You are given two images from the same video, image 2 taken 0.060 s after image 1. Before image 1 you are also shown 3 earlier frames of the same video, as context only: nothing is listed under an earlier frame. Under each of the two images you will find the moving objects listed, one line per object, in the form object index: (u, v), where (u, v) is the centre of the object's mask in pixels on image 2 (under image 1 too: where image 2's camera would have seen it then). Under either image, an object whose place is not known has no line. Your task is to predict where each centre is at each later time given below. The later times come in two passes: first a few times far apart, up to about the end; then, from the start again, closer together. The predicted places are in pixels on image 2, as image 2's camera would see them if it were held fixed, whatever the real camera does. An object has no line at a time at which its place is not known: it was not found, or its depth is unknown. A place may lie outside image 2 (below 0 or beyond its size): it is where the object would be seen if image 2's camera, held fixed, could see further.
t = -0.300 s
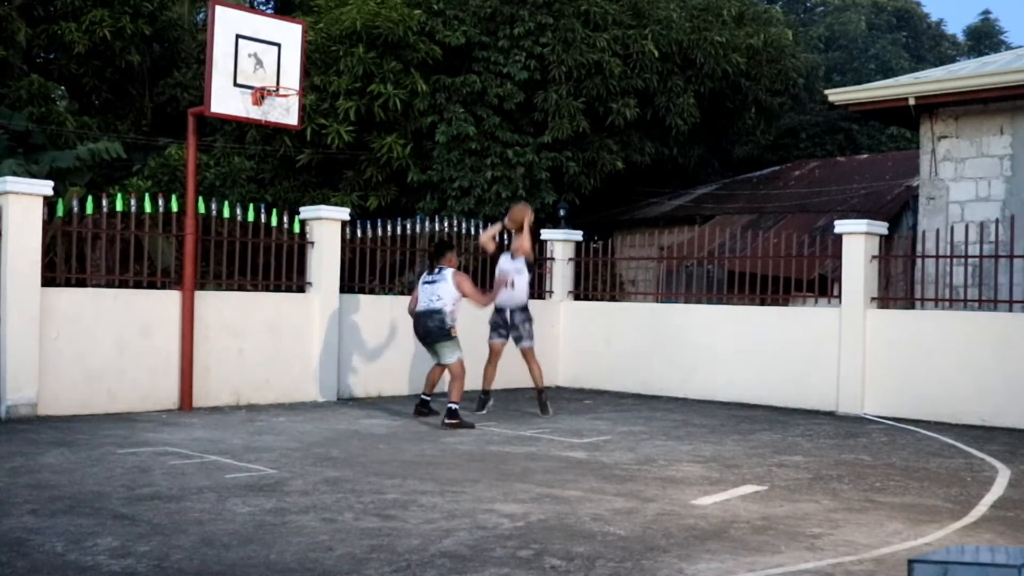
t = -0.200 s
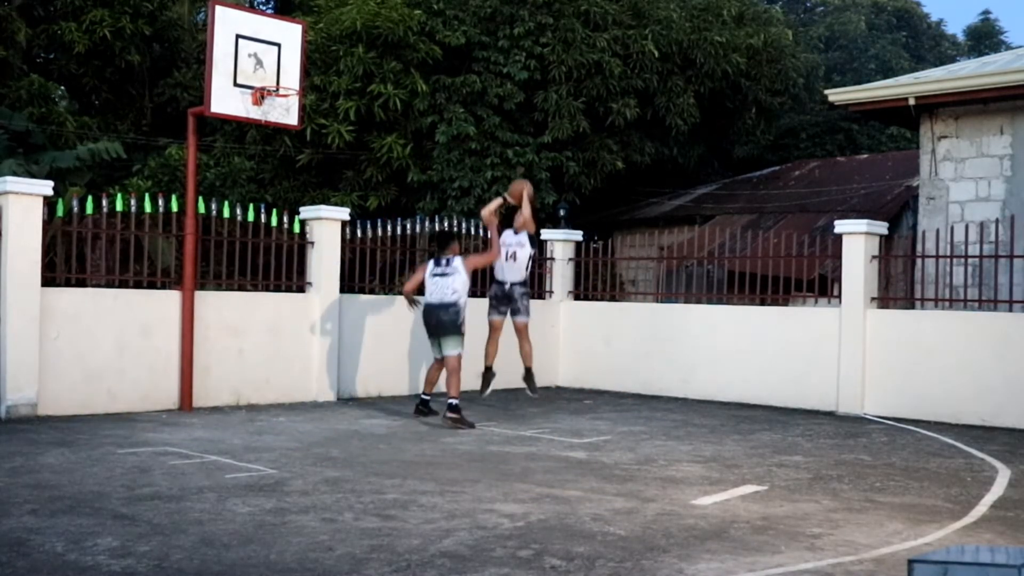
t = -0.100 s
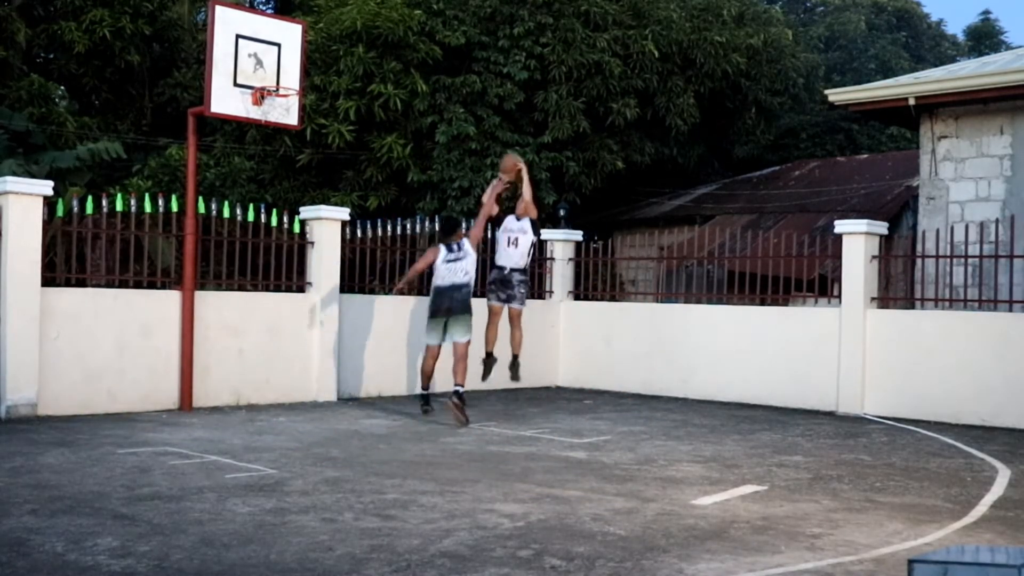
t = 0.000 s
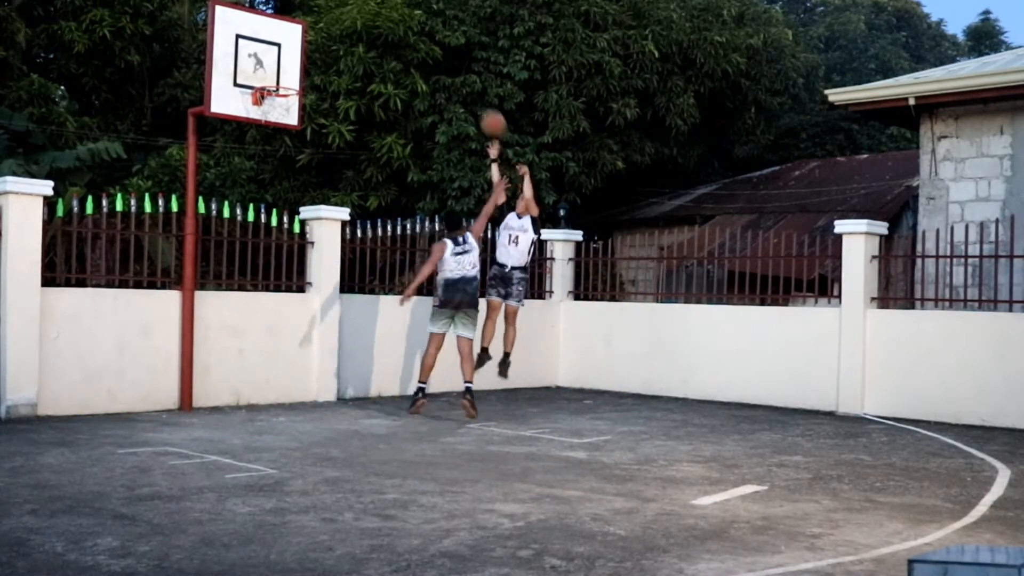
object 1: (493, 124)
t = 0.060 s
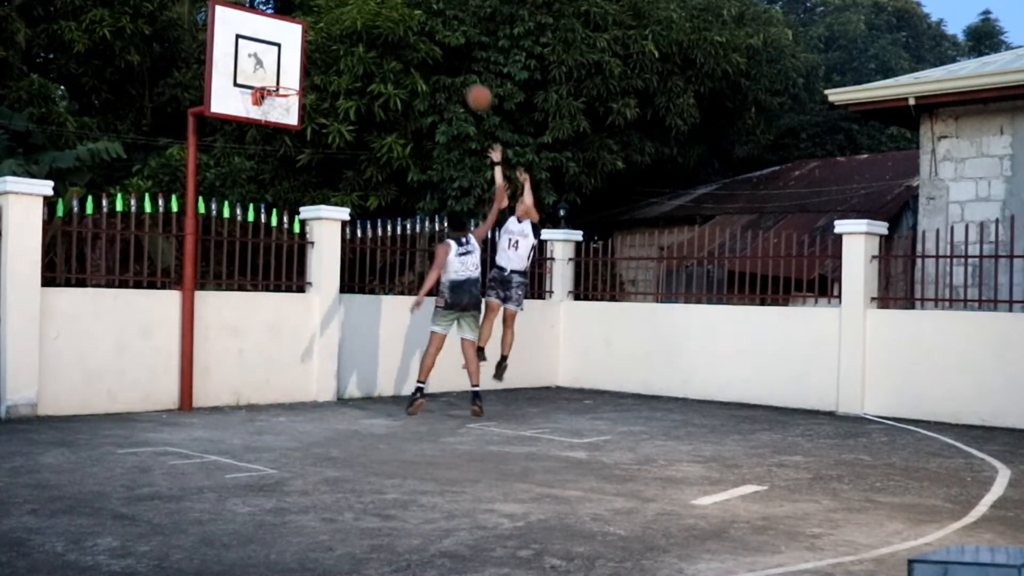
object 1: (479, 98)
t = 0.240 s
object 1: (434, 41)
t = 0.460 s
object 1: (376, 16)
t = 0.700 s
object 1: (306, 48)
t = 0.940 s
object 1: (255, 65)
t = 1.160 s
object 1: (229, 54)
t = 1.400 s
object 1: (197, 106)
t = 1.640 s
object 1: (162, 231)
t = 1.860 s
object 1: (131, 416)
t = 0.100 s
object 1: (469, 82)
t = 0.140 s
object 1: (459, 68)
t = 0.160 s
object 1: (454, 62)
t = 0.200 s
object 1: (445, 51)
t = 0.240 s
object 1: (434, 41)
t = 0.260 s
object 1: (429, 38)
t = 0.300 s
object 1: (419, 29)
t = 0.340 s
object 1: (408, 22)
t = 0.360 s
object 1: (403, 21)
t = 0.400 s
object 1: (392, 18)
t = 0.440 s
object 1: (381, 16)
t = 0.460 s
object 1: (376, 16)
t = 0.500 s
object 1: (364, 16)
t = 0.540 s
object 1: (353, 19)
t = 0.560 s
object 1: (346, 21)
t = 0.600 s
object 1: (335, 26)
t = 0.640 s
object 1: (322, 34)
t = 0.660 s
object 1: (317, 38)
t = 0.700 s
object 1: (306, 48)
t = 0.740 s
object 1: (292, 61)
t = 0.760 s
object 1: (285, 68)
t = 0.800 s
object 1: (275, 77)
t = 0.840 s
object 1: (267, 81)
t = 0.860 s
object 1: (265, 79)
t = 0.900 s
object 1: (260, 73)
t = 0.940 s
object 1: (255, 65)
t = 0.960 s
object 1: (253, 61)
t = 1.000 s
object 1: (248, 56)
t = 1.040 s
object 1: (244, 53)
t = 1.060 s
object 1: (241, 52)
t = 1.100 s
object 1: (236, 51)
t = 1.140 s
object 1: (231, 52)
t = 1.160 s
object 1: (229, 54)
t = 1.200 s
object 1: (224, 58)
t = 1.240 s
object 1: (218, 64)
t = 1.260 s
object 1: (215, 67)
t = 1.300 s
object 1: (210, 76)
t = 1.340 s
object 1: (204, 86)
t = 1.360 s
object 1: (202, 93)
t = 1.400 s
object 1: (197, 106)
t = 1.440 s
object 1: (192, 121)
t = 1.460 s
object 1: (189, 130)
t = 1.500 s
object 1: (184, 149)
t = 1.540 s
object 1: (176, 171)
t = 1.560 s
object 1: (174, 181)
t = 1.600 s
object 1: (169, 204)
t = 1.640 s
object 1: (162, 231)
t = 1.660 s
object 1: (160, 245)
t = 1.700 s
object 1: (155, 274)
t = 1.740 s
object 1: (148, 308)
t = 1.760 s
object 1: (145, 323)
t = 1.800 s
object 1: (140, 357)
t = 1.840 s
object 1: (134, 394)
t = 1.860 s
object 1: (131, 416)
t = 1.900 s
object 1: (126, 396)
